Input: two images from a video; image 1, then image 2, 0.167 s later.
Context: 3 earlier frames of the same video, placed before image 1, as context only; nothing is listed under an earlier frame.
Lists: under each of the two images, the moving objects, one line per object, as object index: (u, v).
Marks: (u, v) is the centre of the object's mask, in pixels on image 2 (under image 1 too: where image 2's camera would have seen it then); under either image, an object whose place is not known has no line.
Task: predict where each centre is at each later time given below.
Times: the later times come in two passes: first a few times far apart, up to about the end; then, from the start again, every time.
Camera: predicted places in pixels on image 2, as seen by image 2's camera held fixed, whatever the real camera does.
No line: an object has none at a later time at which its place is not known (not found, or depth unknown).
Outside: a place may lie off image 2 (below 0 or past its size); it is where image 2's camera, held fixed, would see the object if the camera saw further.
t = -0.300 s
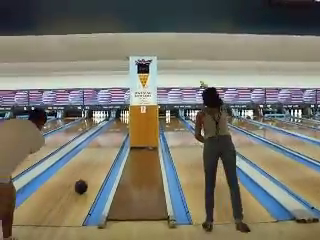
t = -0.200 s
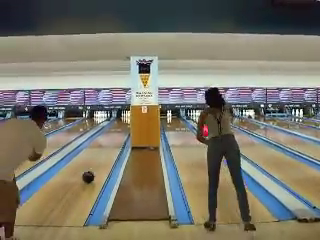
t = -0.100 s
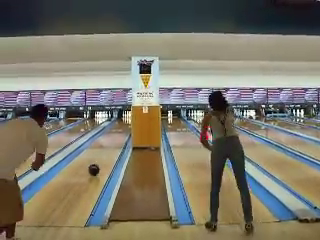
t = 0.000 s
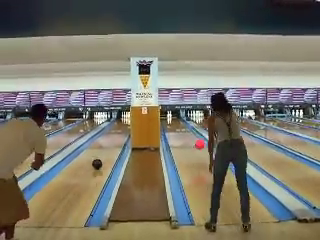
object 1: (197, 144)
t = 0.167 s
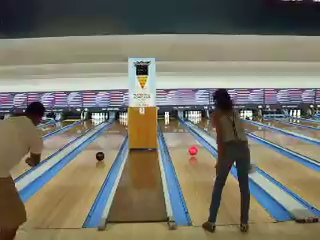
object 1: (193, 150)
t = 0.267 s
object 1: (190, 148)
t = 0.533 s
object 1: (185, 140)
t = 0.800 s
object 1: (181, 134)
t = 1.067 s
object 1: (179, 131)
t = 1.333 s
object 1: (176, 128)
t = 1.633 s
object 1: (172, 124)
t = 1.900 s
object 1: (169, 122)
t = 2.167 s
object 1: (168, 121)
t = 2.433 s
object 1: (167, 121)
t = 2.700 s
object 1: (166, 120)
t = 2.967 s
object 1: (164, 120)
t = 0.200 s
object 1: (192, 149)
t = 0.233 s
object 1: (191, 149)
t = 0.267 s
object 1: (190, 148)
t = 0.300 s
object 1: (190, 148)
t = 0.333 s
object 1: (190, 146)
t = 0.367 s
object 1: (189, 145)
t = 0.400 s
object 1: (187, 143)
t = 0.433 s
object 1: (187, 142)
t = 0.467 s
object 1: (186, 142)
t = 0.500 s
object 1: (186, 141)
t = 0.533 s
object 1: (185, 140)
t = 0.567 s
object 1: (185, 140)
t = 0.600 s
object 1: (184, 139)
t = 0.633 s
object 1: (184, 138)
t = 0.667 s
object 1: (183, 138)
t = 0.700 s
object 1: (183, 137)
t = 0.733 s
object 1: (182, 136)
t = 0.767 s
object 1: (182, 136)
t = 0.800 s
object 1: (181, 134)
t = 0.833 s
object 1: (181, 134)
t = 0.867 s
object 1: (181, 134)
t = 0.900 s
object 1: (180, 133)
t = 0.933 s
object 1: (180, 133)
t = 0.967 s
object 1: (179, 133)
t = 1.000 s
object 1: (179, 132)
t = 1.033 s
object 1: (179, 131)
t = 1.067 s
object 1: (179, 131)
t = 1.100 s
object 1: (178, 130)
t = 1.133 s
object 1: (177, 129)
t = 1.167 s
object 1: (176, 129)
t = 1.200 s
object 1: (176, 129)
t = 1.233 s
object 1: (176, 129)
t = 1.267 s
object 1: (176, 129)
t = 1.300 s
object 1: (176, 128)
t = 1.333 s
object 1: (176, 128)
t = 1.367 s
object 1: (175, 127)
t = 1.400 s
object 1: (175, 127)
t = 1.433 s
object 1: (174, 127)
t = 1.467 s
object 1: (174, 126)
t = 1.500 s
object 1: (174, 126)
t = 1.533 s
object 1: (173, 126)
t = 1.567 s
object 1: (173, 126)
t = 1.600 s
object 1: (172, 125)
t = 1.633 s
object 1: (172, 124)
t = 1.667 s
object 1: (172, 124)
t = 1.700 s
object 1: (172, 124)
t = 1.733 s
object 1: (172, 124)
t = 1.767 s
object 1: (171, 124)
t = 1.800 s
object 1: (171, 123)
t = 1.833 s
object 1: (171, 123)
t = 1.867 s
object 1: (170, 122)
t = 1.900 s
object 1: (169, 122)
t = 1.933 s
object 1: (169, 122)
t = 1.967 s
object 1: (169, 122)
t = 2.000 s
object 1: (170, 122)
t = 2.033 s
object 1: (169, 122)
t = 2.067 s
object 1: (168, 122)
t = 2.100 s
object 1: (168, 121)
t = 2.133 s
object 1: (168, 121)
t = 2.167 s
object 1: (168, 121)
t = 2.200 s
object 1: (167, 121)
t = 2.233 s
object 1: (167, 121)
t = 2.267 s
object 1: (167, 121)
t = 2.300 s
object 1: (167, 121)
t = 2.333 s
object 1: (167, 121)
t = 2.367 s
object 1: (167, 120)
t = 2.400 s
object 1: (167, 121)
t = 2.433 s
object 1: (167, 121)
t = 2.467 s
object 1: (166, 120)
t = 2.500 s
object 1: (166, 121)
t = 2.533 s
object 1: (166, 120)
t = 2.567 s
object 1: (166, 120)
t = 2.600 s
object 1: (165, 120)
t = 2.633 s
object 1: (165, 120)
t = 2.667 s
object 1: (165, 120)
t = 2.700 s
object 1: (166, 120)
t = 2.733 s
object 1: (166, 120)
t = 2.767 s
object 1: (165, 120)
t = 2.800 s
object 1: (165, 120)
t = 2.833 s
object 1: (164, 120)
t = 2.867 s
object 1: (165, 120)
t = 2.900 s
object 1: (165, 120)
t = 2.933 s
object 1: (165, 120)
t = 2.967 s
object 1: (164, 120)
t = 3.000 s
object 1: (163, 119)
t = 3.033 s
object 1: (162, 118)
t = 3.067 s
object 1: (162, 118)
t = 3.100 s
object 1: (161, 117)
